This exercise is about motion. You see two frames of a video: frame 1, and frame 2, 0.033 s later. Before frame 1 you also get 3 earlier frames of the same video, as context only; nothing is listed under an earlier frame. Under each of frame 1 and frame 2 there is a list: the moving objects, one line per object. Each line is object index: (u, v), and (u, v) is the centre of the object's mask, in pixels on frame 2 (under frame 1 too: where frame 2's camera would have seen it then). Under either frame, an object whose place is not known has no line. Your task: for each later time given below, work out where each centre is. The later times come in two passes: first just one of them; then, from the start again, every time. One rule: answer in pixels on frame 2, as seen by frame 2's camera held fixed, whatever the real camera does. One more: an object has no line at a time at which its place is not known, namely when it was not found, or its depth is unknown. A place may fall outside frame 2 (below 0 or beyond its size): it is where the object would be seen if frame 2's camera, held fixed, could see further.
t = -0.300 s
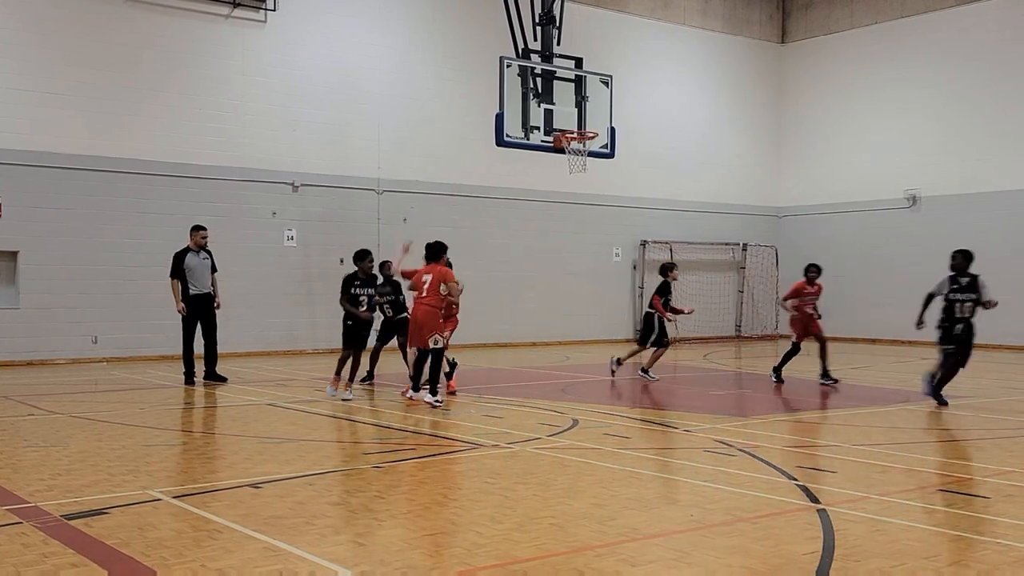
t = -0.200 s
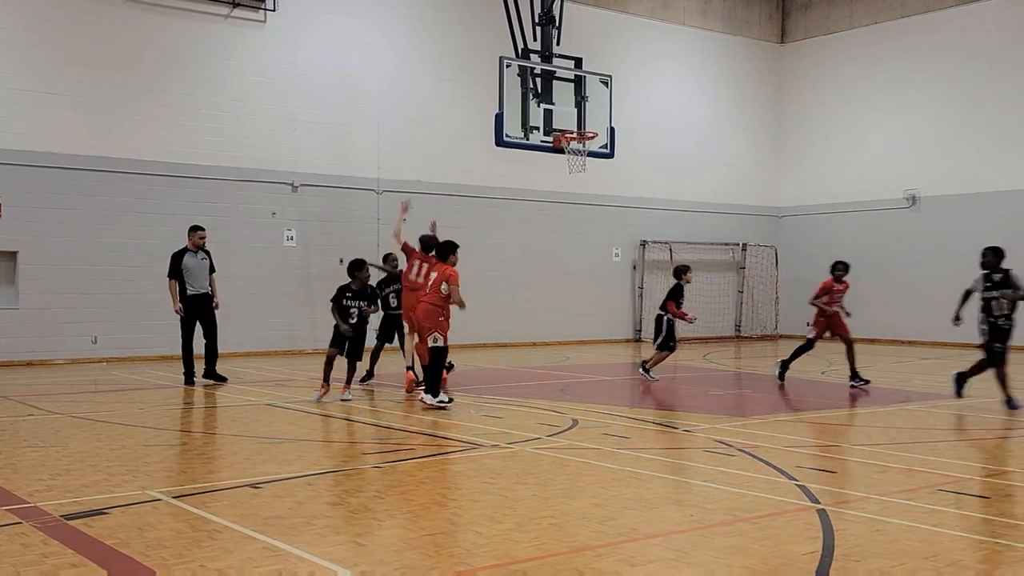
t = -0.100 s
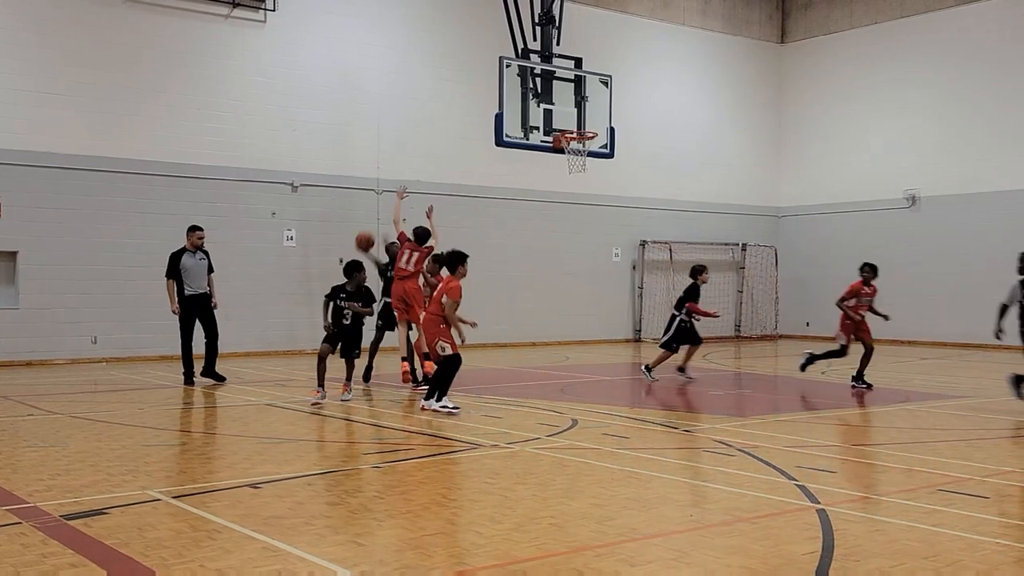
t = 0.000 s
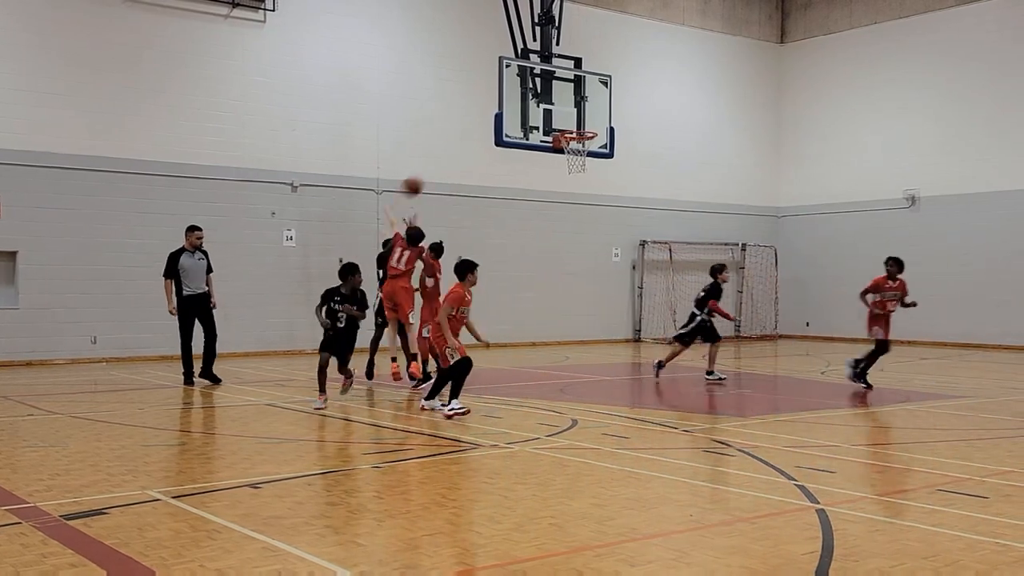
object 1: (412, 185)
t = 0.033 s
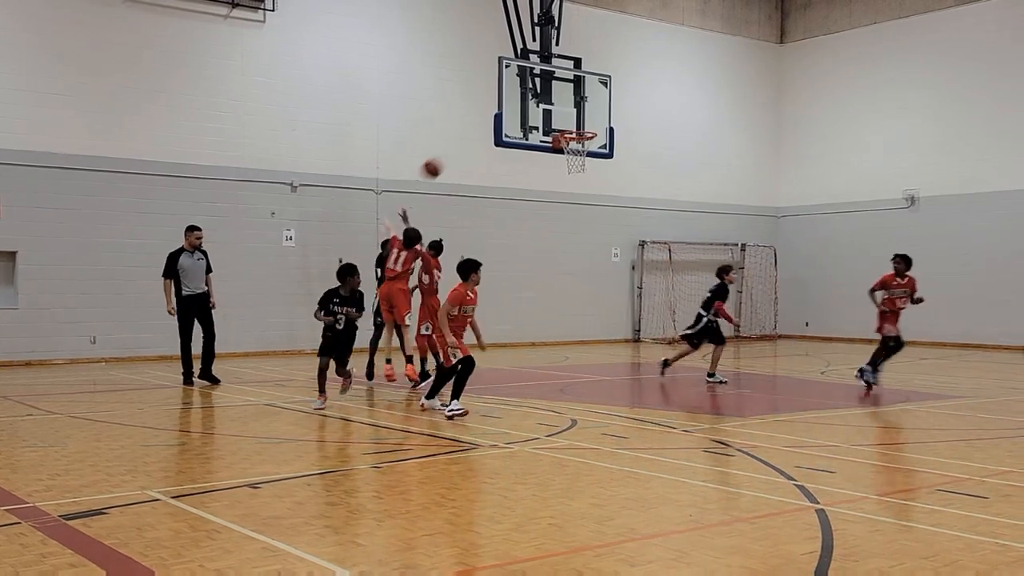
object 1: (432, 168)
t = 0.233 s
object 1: (555, 77)
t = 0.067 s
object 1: (452, 150)
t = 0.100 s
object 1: (472, 133)
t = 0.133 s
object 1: (493, 118)
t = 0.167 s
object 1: (513, 104)
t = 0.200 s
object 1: (534, 90)
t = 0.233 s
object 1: (555, 77)
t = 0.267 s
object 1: (576, 64)
